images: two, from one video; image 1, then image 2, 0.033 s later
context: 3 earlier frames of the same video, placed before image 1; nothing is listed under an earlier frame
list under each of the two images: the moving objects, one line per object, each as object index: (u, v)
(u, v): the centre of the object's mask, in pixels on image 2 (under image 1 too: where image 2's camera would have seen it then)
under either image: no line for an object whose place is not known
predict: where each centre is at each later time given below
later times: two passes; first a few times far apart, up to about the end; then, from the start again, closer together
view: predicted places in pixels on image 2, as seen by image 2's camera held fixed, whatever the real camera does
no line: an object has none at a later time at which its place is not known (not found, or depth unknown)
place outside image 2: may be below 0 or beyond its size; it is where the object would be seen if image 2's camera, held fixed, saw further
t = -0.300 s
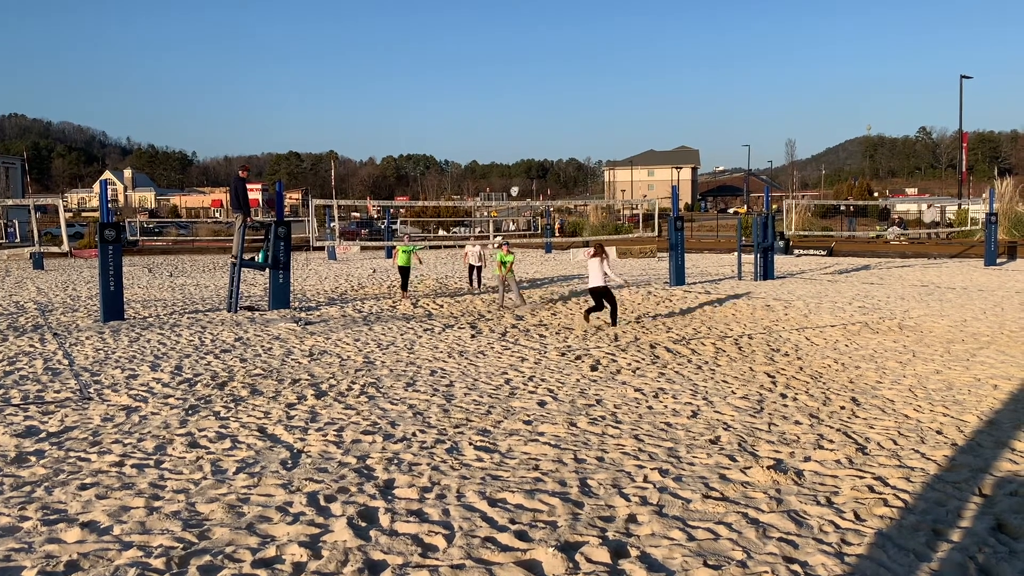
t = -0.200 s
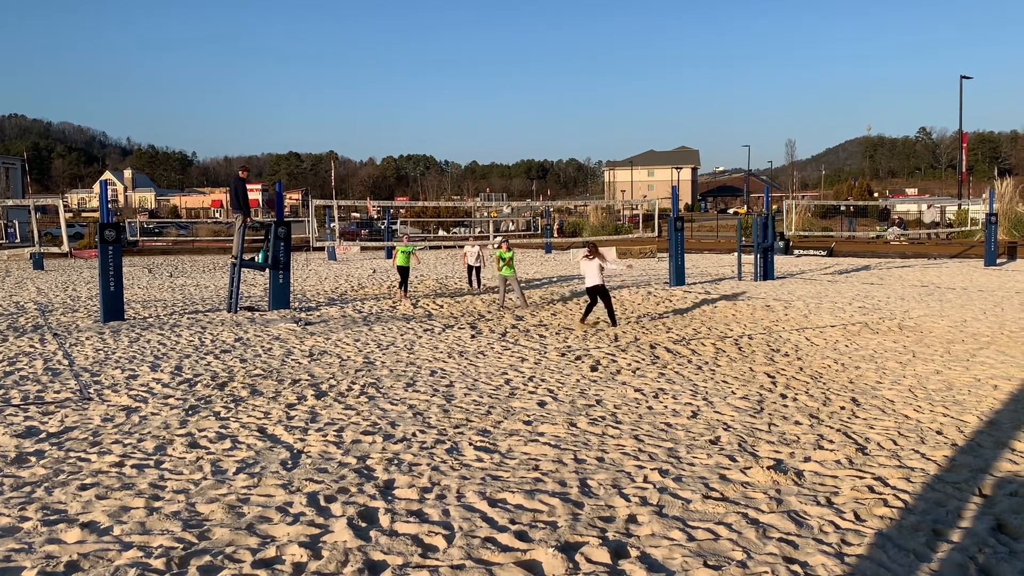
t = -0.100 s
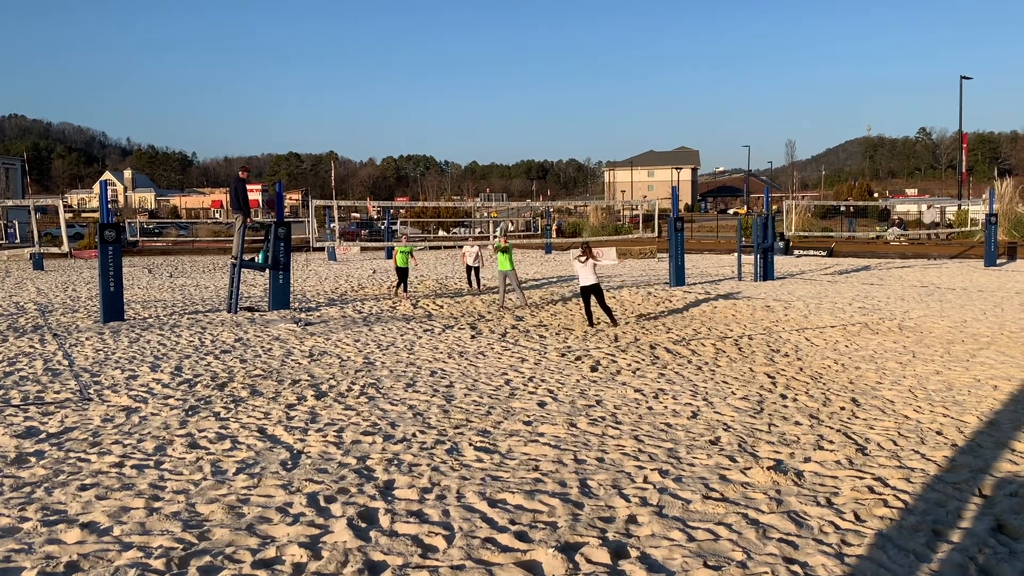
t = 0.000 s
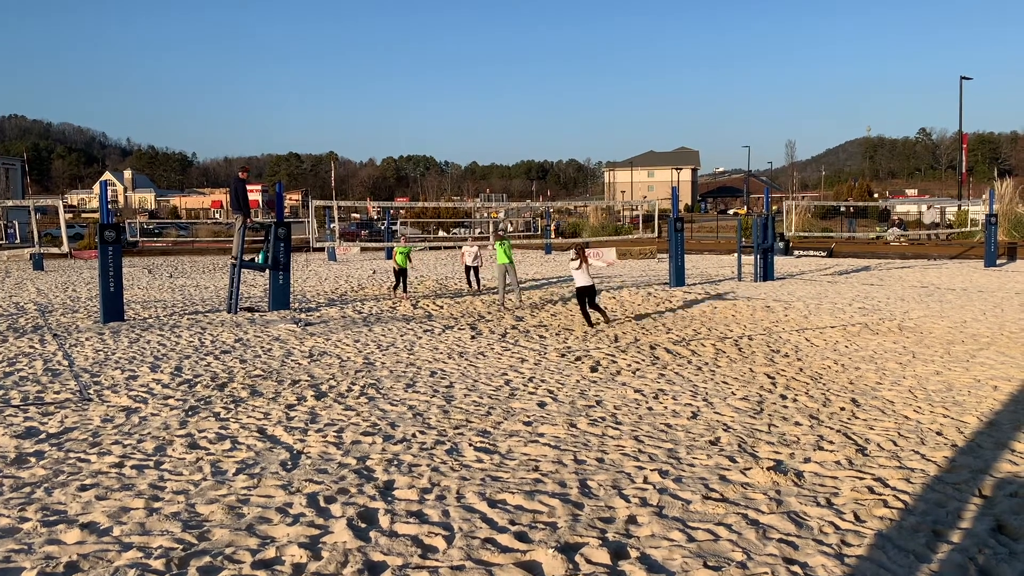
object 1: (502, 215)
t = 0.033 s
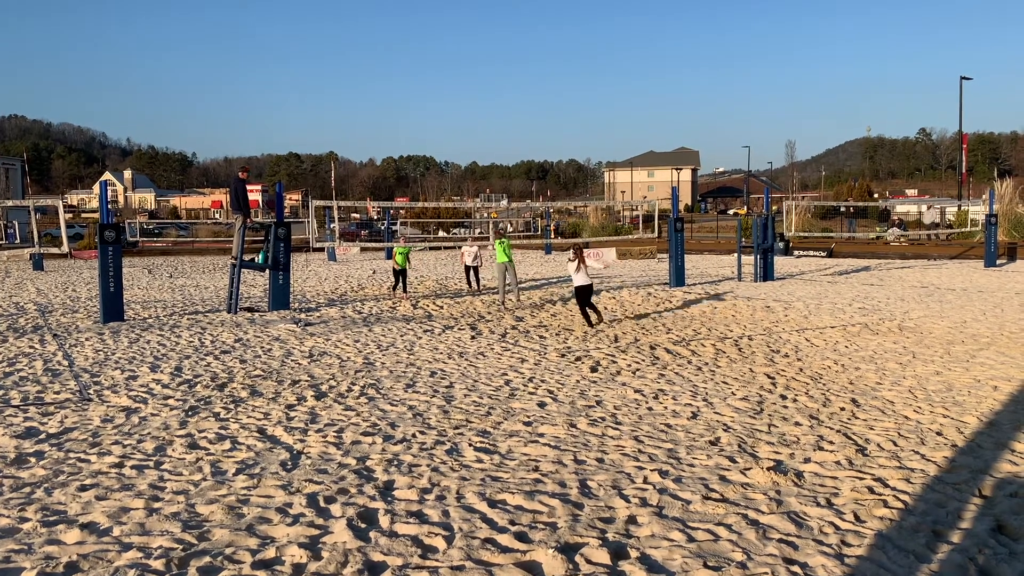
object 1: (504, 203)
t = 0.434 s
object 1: (534, 109)
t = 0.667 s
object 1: (550, 92)
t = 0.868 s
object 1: (565, 98)
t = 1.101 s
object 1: (581, 130)
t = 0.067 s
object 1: (507, 193)
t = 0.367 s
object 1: (529, 119)
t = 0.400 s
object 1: (532, 115)
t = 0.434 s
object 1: (534, 109)
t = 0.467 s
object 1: (537, 106)
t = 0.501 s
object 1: (539, 102)
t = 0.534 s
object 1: (541, 98)
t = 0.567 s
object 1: (544, 96)
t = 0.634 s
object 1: (548, 93)
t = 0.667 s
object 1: (550, 92)
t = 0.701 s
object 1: (553, 91)
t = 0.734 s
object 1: (555, 92)
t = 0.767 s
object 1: (558, 92)
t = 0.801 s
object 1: (560, 93)
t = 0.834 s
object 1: (563, 96)
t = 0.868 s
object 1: (565, 98)
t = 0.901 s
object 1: (567, 101)
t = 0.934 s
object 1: (569, 104)
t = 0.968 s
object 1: (572, 108)
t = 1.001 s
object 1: (574, 113)
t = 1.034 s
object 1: (577, 118)
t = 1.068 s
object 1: (579, 124)
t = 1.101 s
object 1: (581, 130)
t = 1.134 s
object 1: (583, 137)
